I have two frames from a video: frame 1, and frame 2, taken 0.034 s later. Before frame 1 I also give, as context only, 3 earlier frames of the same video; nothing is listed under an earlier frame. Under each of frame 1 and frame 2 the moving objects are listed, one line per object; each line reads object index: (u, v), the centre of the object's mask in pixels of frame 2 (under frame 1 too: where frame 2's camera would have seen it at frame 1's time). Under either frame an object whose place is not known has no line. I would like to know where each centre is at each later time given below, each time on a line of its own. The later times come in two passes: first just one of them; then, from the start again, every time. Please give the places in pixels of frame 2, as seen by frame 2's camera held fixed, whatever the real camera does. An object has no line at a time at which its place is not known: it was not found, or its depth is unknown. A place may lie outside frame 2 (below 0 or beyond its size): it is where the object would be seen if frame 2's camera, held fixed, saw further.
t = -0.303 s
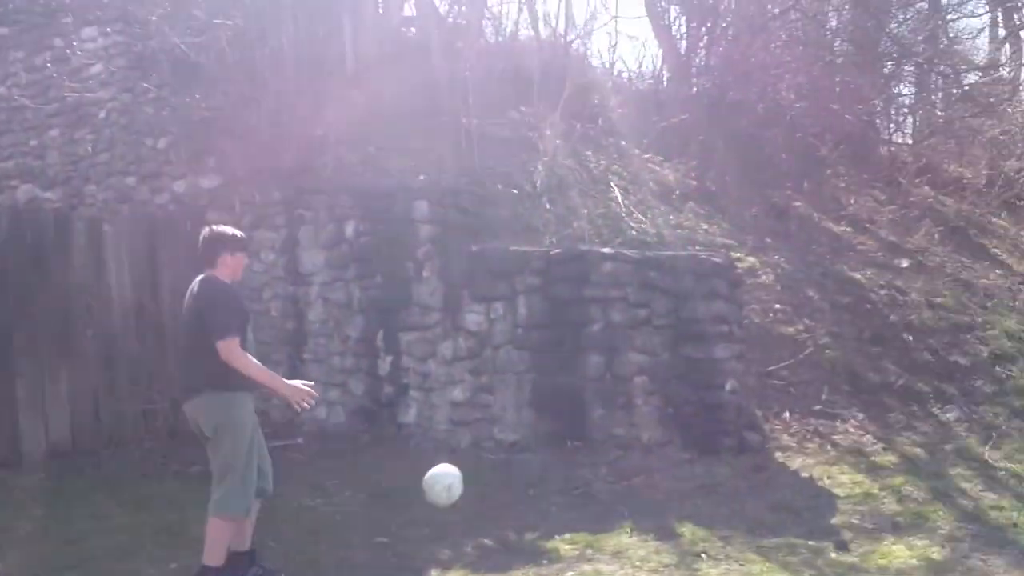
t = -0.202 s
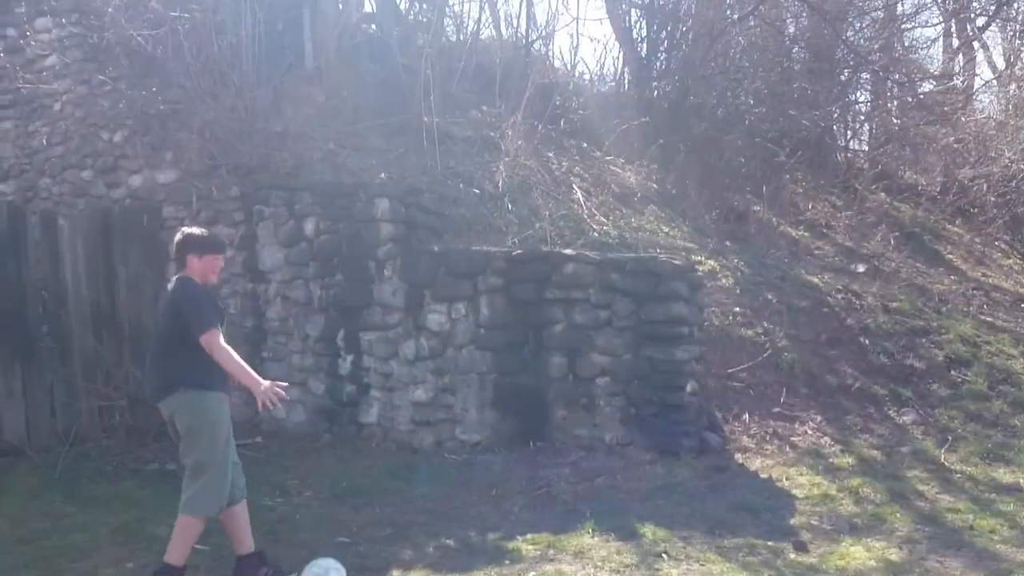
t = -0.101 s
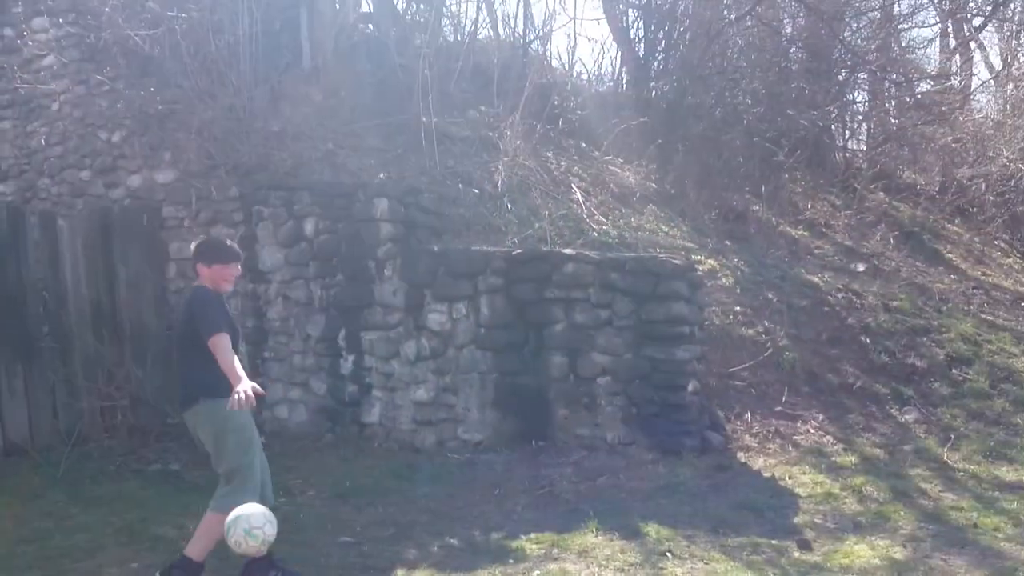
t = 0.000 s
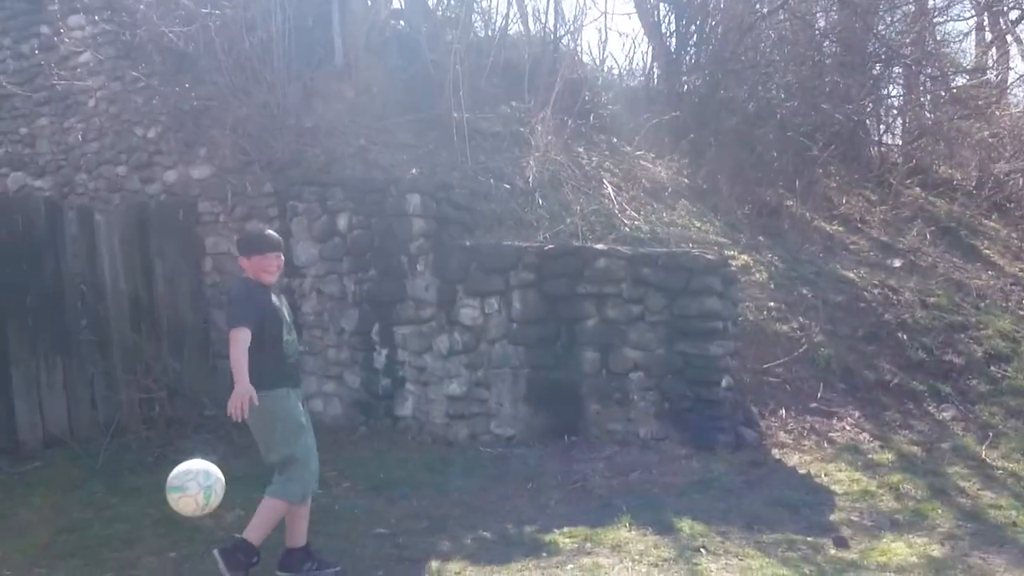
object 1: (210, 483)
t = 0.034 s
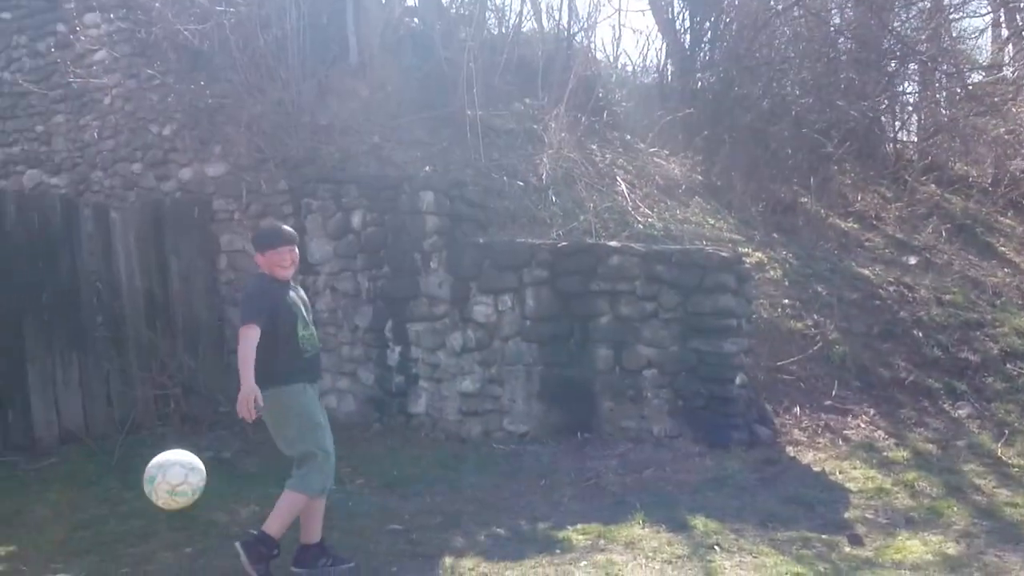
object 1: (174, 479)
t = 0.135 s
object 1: (54, 483)
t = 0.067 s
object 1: (138, 478)
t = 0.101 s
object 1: (98, 478)
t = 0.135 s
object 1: (54, 483)
